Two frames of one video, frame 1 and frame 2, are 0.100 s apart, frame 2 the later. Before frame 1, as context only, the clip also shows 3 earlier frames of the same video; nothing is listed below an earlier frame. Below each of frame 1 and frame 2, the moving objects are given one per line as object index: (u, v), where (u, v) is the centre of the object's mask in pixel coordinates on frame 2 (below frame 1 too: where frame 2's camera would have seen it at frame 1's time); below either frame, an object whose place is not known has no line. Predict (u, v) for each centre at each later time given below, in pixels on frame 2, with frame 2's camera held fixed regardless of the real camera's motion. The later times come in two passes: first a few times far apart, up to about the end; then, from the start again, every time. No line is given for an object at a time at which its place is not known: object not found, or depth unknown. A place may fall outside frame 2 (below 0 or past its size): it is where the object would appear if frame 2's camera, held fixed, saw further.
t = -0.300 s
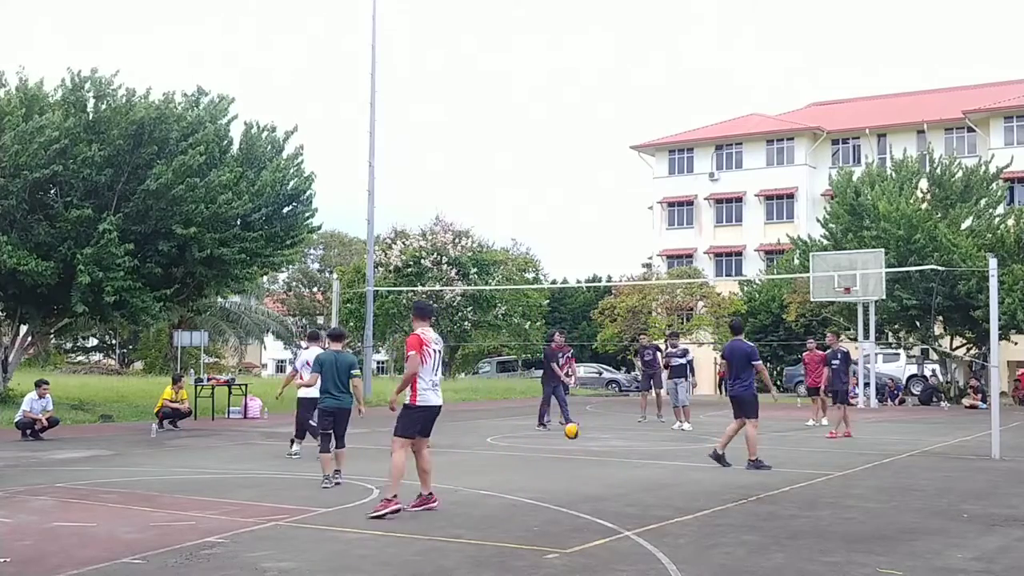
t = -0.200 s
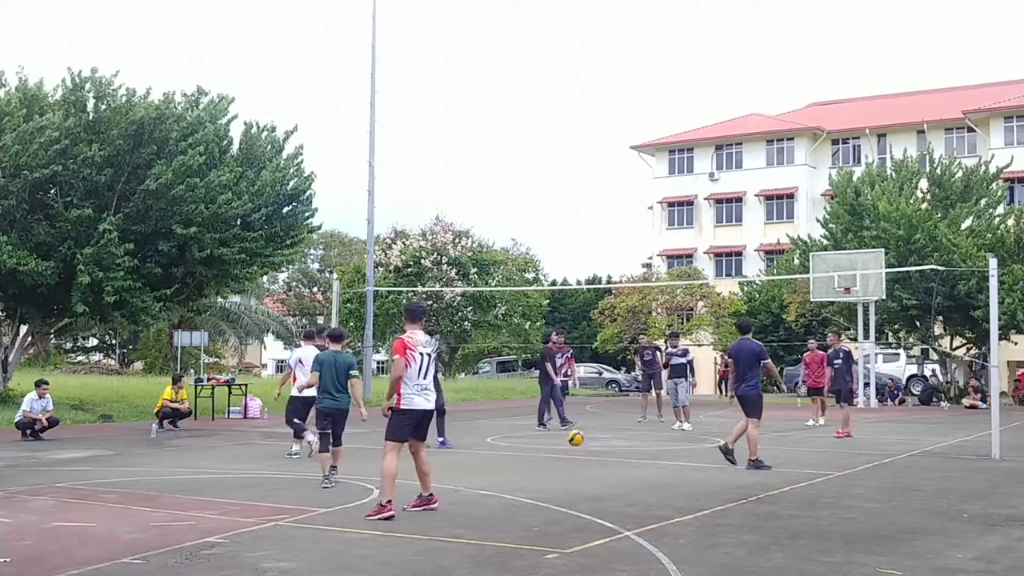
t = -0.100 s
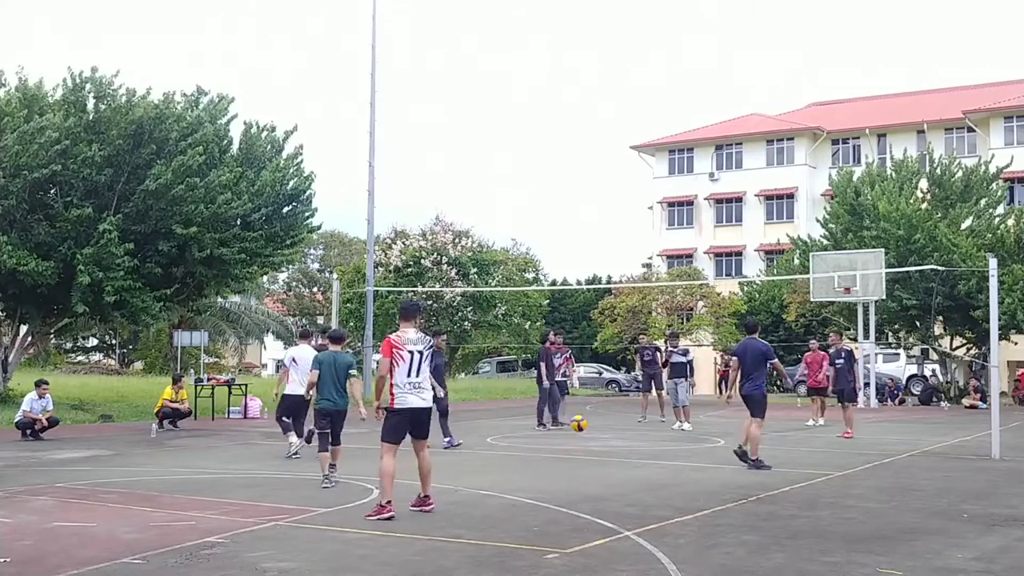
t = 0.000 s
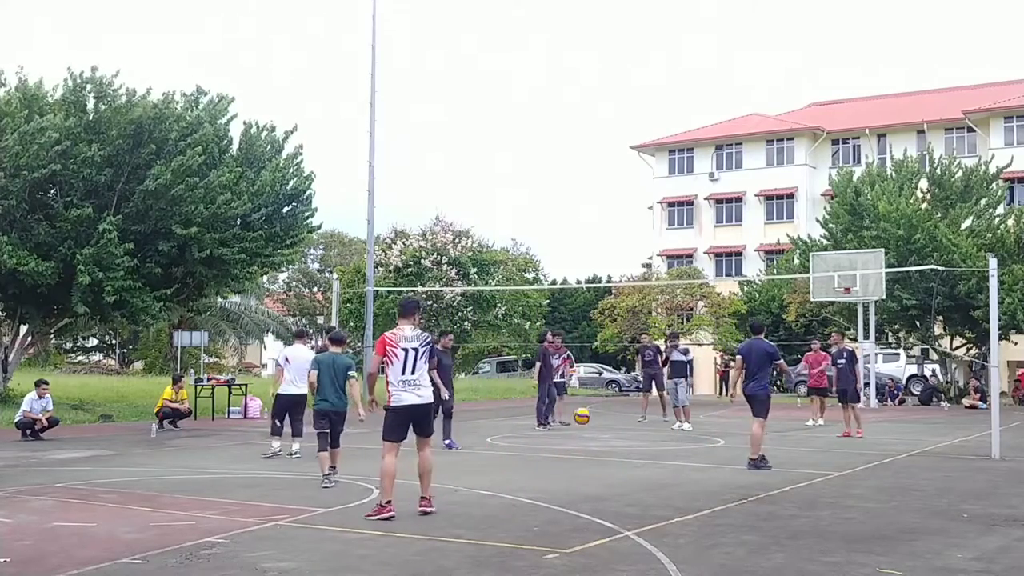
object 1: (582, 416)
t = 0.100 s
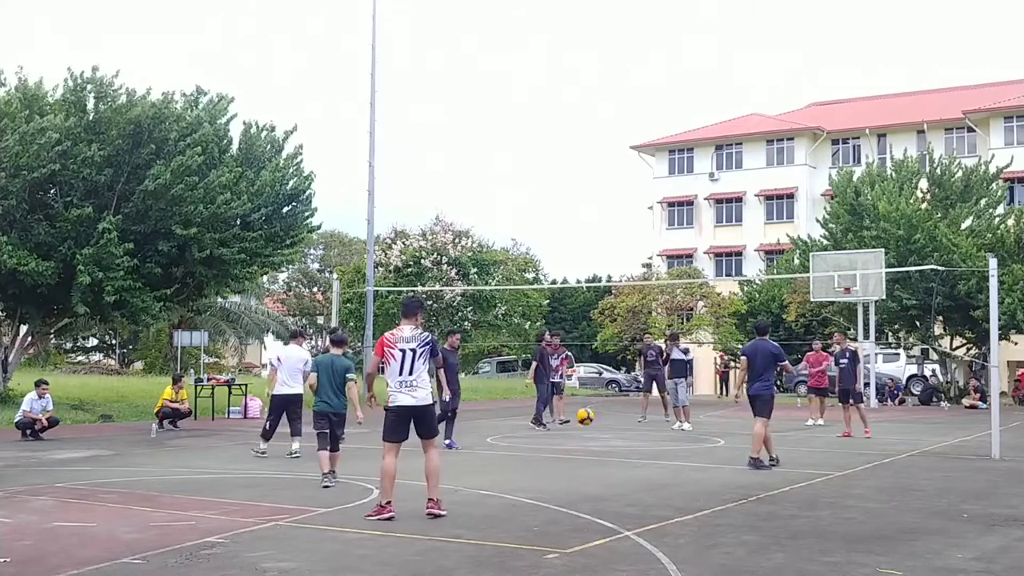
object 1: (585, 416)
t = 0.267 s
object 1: (591, 435)
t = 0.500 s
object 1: (598, 435)
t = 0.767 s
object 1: (607, 443)
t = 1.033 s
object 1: (616, 446)
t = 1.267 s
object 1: (624, 461)
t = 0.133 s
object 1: (587, 418)
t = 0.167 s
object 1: (587, 420)
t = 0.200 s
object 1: (588, 424)
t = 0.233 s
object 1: (589, 429)
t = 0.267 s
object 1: (591, 435)
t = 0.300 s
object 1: (592, 442)
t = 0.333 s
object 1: (593, 449)
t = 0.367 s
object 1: (595, 454)
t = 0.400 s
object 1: (596, 448)
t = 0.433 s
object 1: (596, 443)
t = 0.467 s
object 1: (597, 438)
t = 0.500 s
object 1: (598, 435)
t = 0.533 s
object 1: (599, 433)
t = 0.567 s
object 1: (600, 431)
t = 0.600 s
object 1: (601, 431)
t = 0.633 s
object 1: (603, 431)
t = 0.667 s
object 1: (604, 433)
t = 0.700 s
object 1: (605, 435)
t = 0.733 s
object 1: (606, 439)
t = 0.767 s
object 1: (607, 443)
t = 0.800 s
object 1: (608, 449)
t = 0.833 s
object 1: (610, 456)
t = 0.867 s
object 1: (611, 464)
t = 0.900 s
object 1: (612, 461)
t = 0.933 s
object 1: (613, 456)
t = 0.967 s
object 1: (615, 452)
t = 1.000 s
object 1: (615, 449)
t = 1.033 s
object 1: (616, 446)
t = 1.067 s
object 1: (617, 445)
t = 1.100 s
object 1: (618, 445)
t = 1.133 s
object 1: (619, 446)
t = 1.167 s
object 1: (620, 448)
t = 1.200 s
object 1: (621, 451)
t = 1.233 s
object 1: (622, 455)
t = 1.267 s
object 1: (624, 461)
